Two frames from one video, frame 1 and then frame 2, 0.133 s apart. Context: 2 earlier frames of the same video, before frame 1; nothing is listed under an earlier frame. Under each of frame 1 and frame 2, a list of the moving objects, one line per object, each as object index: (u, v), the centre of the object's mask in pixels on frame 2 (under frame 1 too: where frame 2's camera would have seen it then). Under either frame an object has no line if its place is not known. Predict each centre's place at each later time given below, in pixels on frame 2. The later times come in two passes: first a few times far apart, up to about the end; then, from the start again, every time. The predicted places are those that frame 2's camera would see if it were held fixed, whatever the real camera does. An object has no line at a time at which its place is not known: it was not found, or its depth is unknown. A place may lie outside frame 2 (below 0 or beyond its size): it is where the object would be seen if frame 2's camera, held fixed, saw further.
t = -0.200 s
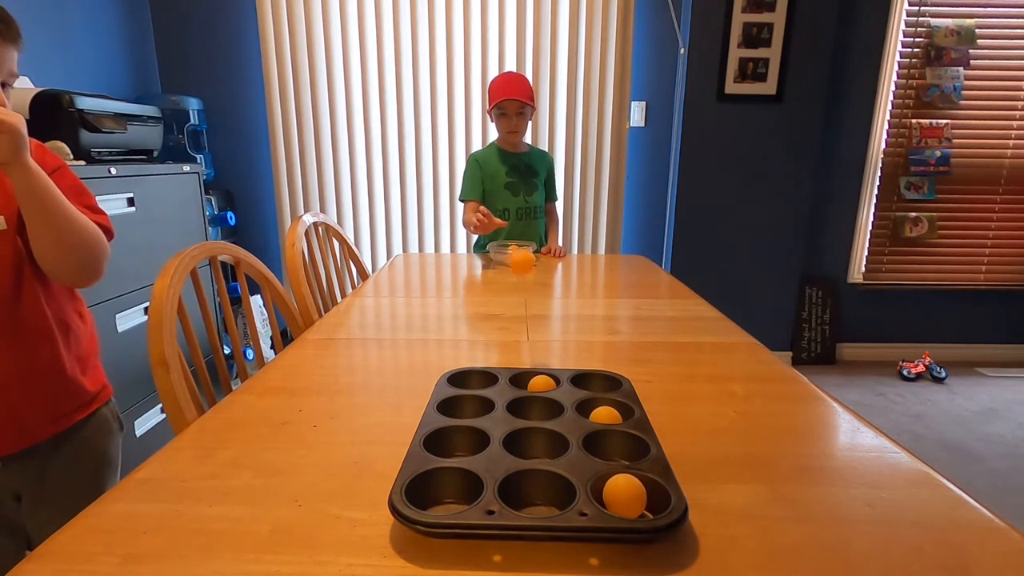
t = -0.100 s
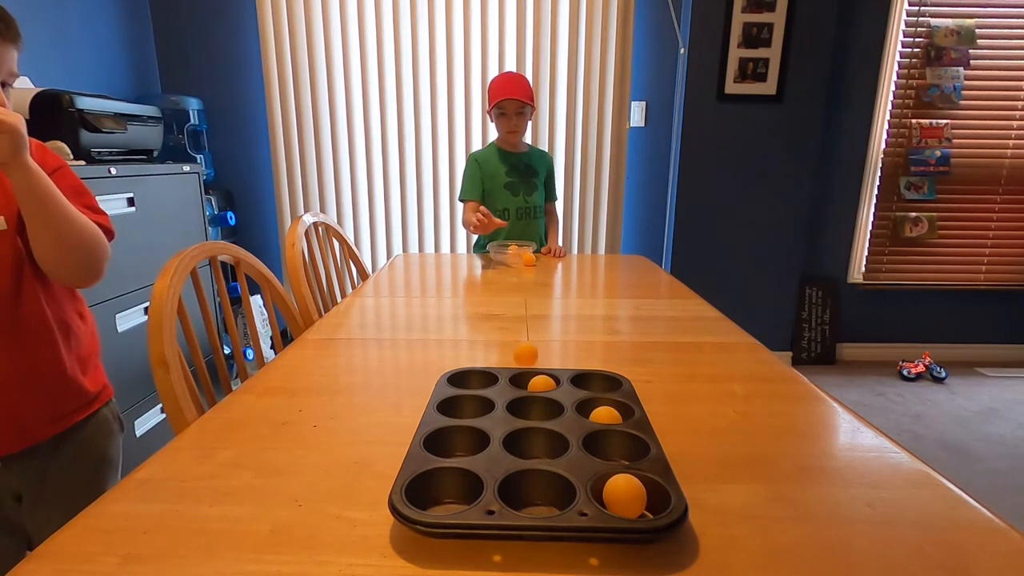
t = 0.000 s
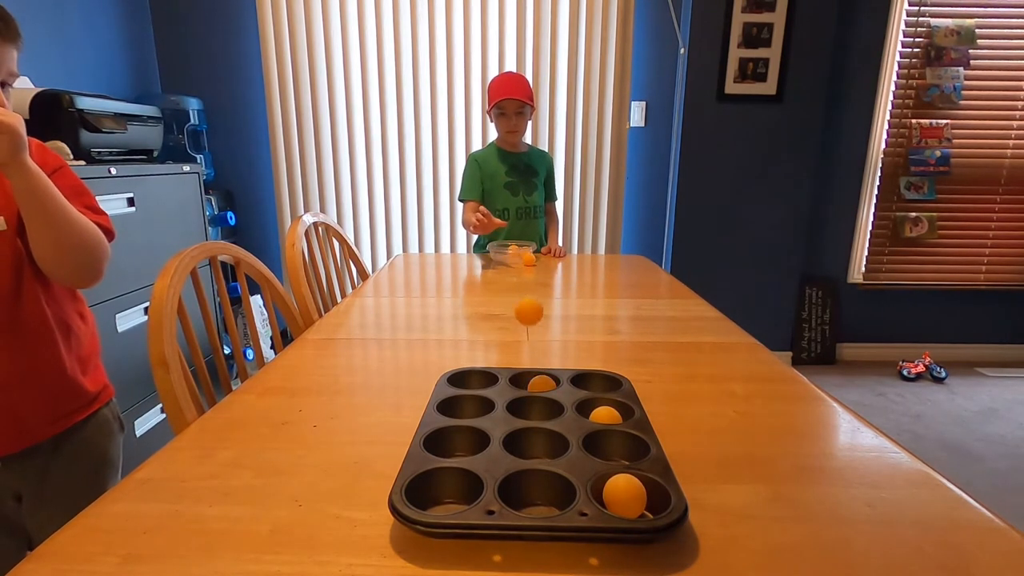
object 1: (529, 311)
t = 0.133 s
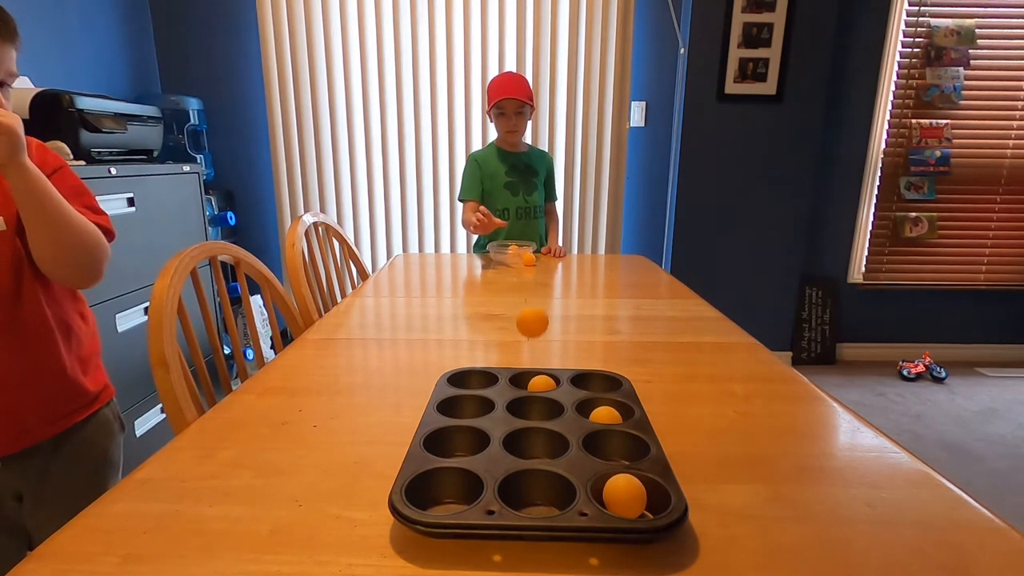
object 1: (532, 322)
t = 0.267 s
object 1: (540, 375)
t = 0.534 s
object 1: (536, 422)
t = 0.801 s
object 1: (478, 491)
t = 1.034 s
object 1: (431, 563)
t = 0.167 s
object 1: (533, 346)
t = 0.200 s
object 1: (533, 382)
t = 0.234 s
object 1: (535, 393)
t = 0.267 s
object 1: (540, 375)
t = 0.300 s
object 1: (545, 366)
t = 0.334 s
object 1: (550, 366)
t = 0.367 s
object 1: (555, 375)
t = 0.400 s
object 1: (559, 394)
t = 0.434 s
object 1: (563, 423)
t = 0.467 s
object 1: (556, 416)
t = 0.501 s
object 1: (546, 414)
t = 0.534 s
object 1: (536, 422)
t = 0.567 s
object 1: (525, 440)
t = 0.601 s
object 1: (517, 442)
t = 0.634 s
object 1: (510, 445)
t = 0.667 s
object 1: (502, 459)
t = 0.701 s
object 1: (496, 465)
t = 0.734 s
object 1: (490, 476)
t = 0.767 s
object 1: (484, 483)
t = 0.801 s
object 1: (478, 491)
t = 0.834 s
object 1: (472, 500)
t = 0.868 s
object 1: (465, 514)
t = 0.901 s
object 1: (458, 538)
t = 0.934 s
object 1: (451, 554)
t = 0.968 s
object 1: (444, 550)
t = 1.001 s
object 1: (437, 553)
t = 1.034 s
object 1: (431, 563)
